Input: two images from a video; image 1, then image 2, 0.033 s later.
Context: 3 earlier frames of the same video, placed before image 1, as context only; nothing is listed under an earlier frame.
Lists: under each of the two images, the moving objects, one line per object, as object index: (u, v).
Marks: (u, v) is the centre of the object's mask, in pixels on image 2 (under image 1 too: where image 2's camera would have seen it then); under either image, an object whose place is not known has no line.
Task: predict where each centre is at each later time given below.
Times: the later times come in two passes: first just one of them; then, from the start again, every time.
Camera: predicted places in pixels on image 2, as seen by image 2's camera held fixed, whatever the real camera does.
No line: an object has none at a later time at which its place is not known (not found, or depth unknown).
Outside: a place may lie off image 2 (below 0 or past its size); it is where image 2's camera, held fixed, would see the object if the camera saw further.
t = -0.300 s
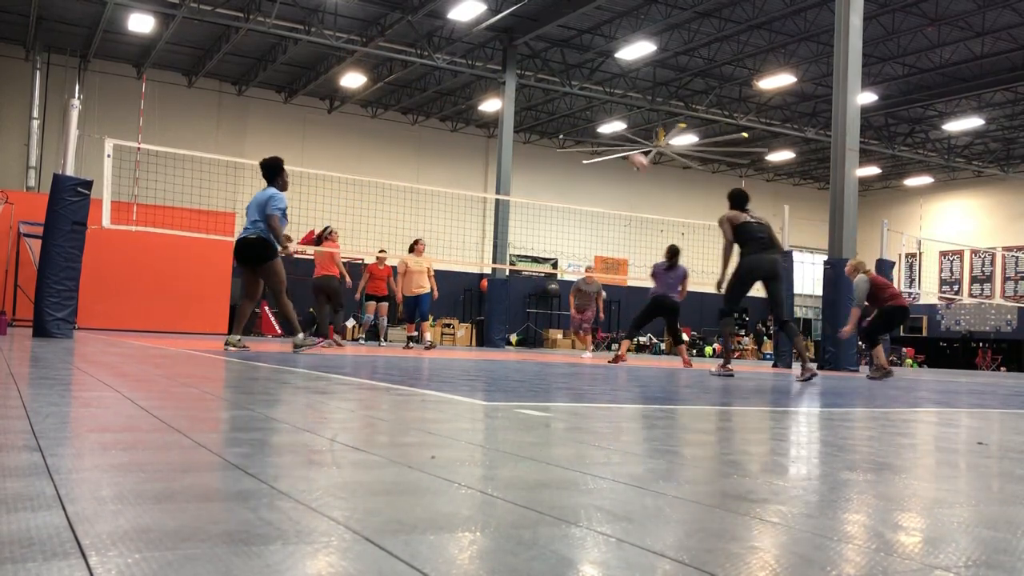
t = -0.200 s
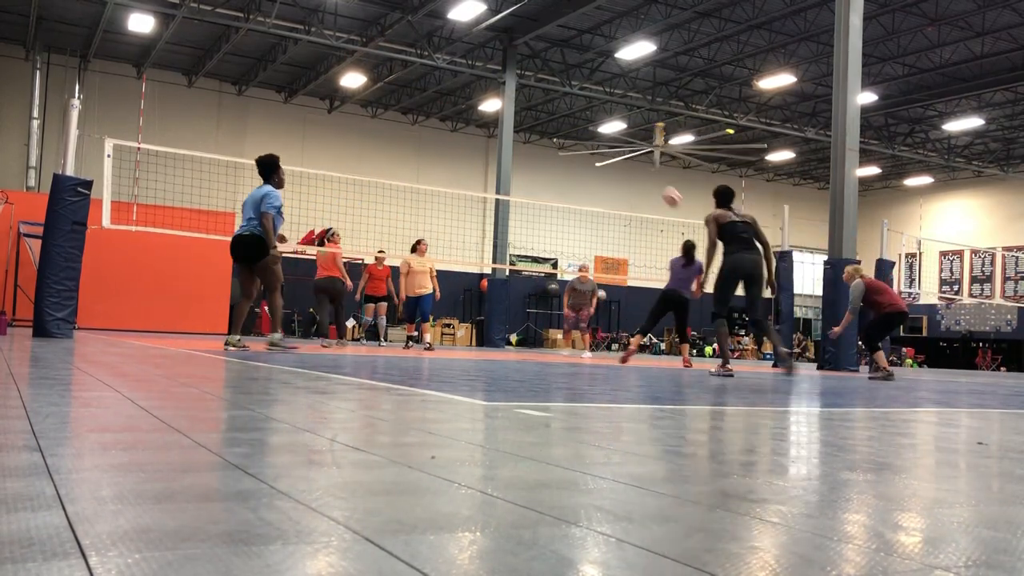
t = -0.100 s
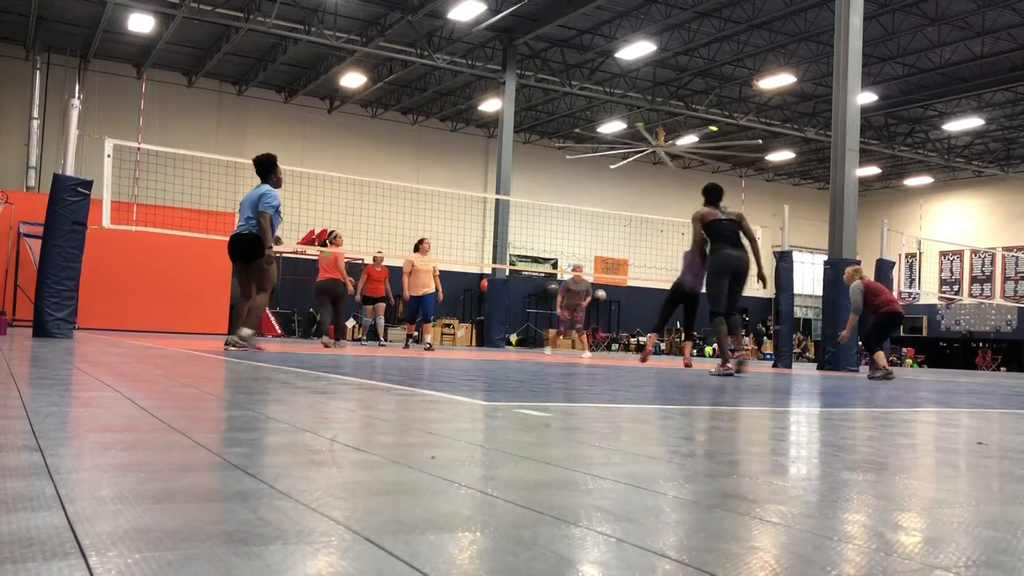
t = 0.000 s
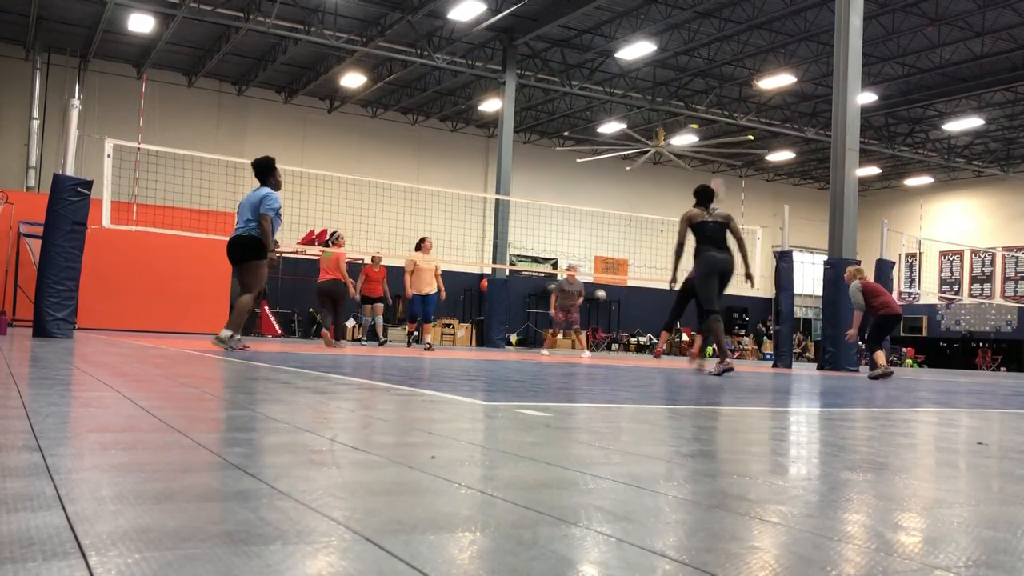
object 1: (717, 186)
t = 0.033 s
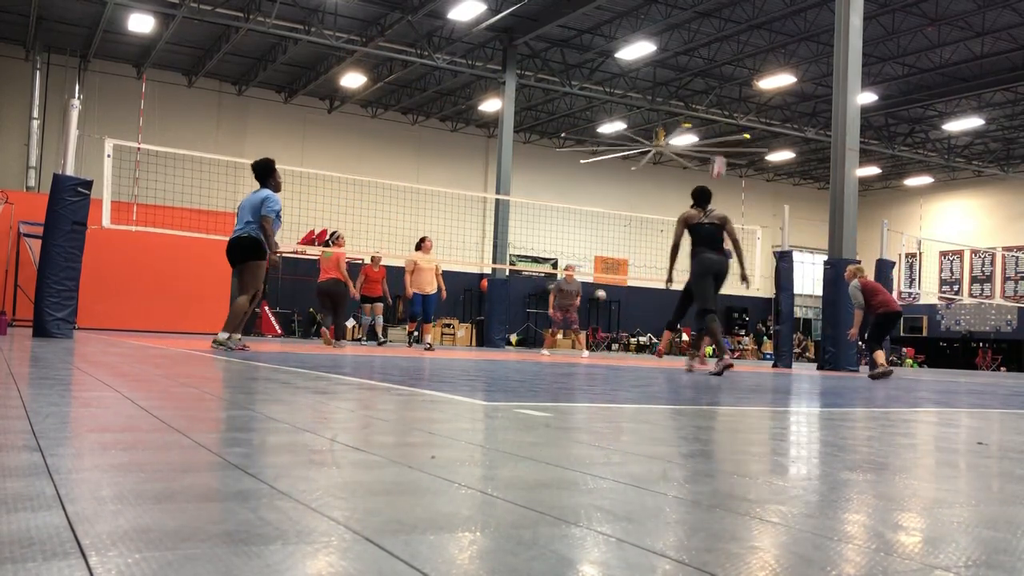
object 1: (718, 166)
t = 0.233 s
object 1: (727, 51)
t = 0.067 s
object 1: (719, 146)
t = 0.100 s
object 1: (721, 126)
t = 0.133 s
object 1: (722, 105)
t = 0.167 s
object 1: (724, 87)
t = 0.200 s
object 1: (726, 68)
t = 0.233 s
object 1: (727, 51)
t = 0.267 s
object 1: (729, 34)
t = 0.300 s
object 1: (731, 19)
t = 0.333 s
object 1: (732, 8)
